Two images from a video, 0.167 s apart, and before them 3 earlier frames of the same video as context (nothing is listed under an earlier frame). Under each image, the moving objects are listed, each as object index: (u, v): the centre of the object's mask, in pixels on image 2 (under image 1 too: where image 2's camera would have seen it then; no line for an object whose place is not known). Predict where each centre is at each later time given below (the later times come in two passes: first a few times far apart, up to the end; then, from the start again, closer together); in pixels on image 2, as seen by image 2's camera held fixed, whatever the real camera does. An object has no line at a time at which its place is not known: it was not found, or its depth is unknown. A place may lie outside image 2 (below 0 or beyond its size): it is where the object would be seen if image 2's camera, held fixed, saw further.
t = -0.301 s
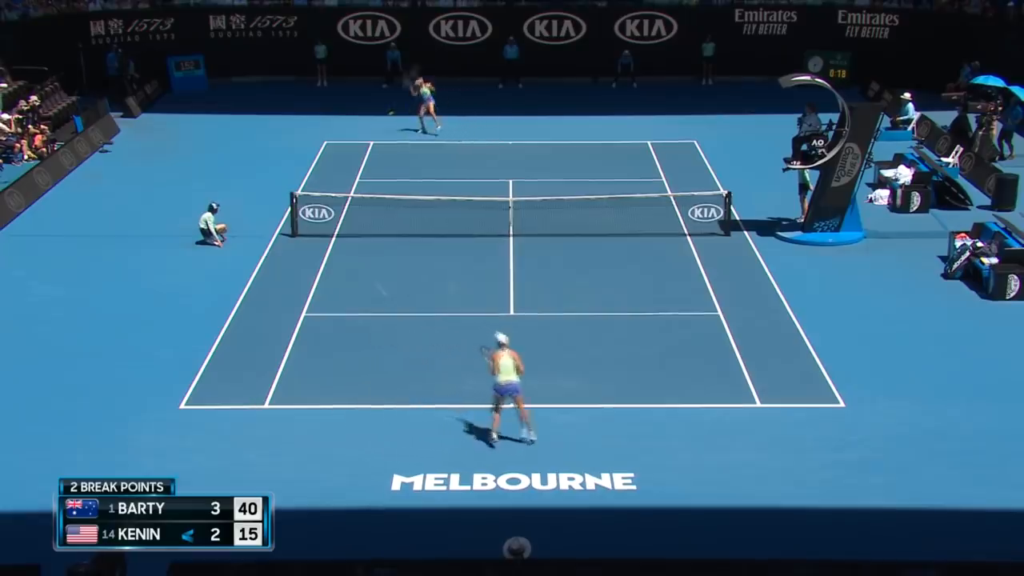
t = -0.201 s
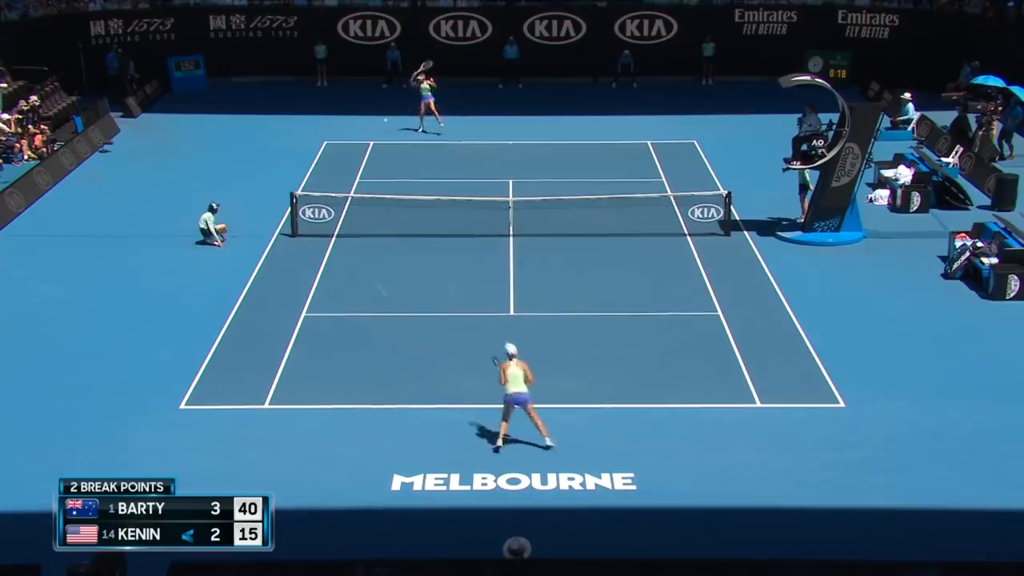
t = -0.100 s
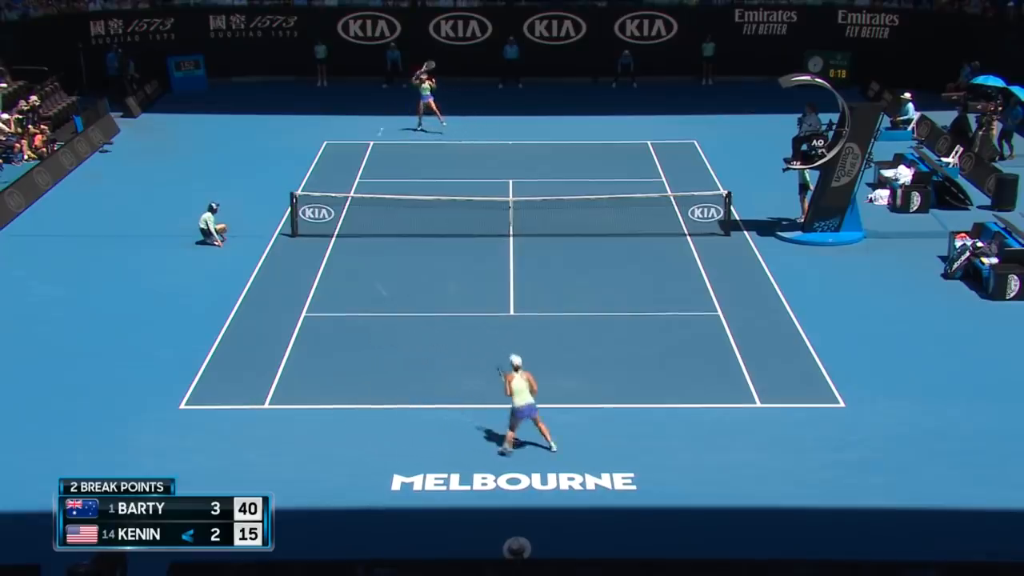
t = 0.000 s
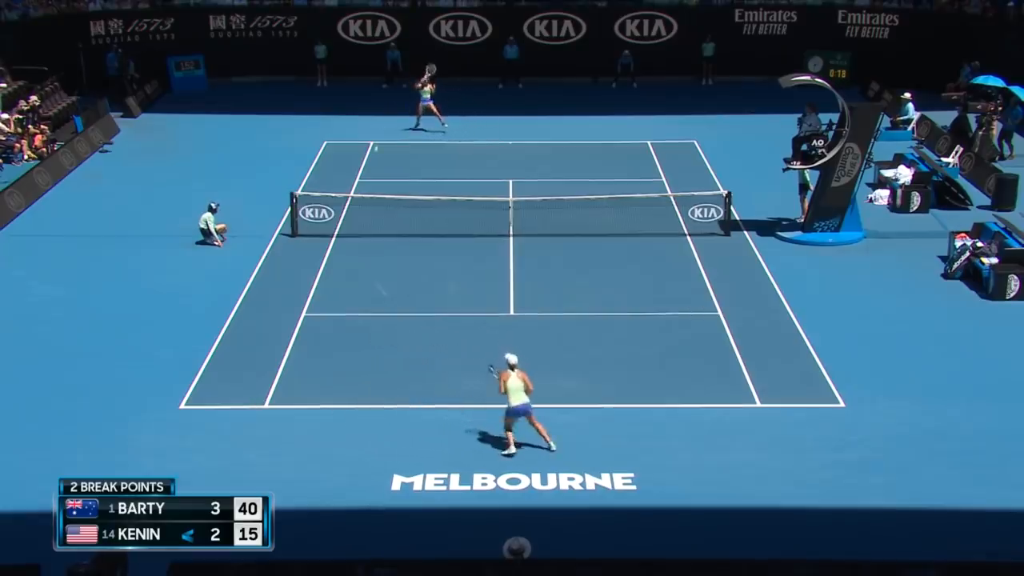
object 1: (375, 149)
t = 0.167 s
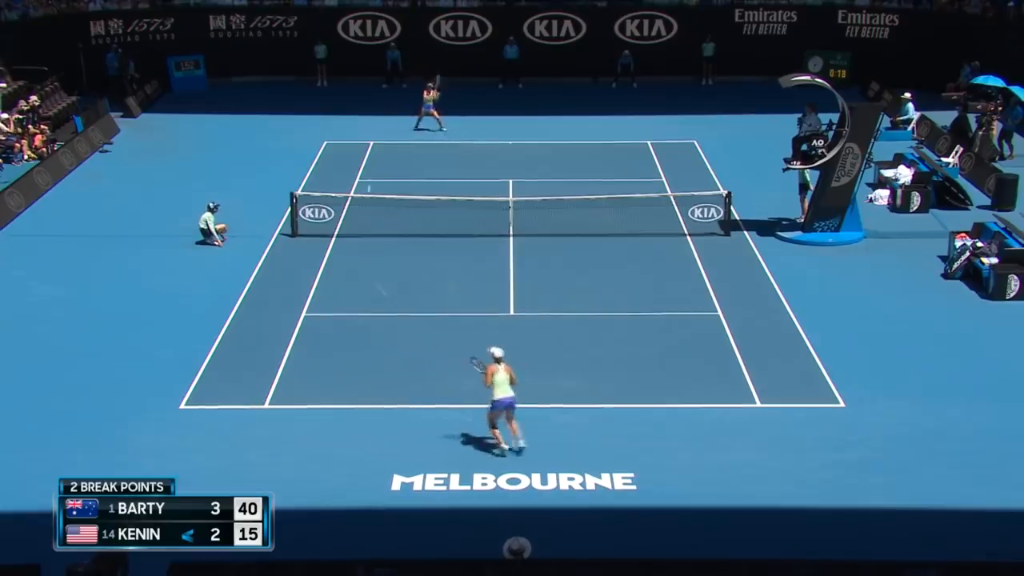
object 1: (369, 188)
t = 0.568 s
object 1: (350, 326)
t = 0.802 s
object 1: (344, 336)
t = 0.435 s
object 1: (355, 305)
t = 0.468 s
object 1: (354, 325)
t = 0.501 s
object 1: (352, 325)
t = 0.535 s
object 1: (351, 327)
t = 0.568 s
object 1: (350, 326)
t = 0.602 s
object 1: (349, 325)
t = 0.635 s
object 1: (348, 325)
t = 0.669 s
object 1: (347, 326)
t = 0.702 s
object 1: (346, 327)
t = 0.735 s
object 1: (346, 329)
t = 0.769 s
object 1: (345, 331)
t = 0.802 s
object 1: (344, 336)
